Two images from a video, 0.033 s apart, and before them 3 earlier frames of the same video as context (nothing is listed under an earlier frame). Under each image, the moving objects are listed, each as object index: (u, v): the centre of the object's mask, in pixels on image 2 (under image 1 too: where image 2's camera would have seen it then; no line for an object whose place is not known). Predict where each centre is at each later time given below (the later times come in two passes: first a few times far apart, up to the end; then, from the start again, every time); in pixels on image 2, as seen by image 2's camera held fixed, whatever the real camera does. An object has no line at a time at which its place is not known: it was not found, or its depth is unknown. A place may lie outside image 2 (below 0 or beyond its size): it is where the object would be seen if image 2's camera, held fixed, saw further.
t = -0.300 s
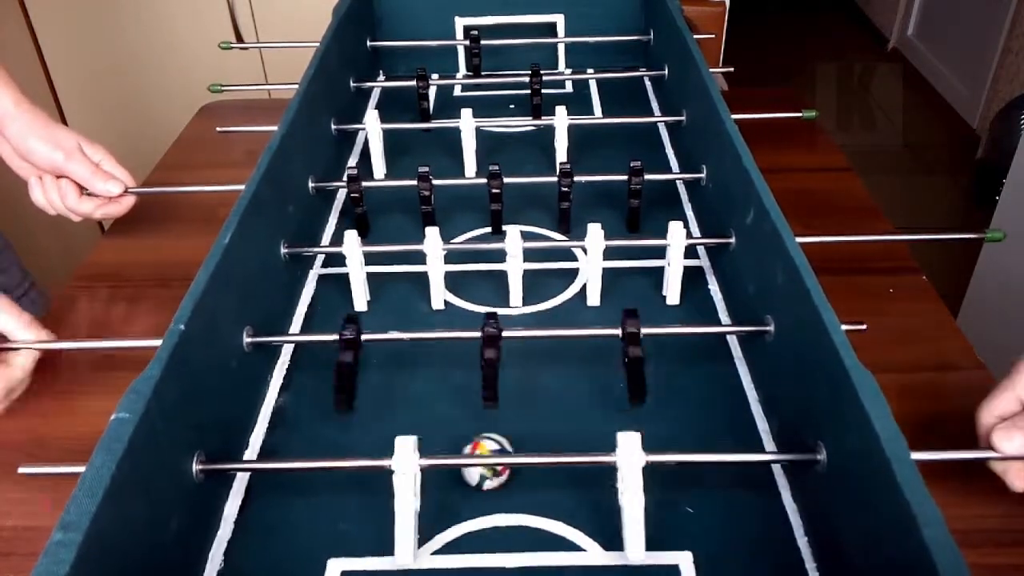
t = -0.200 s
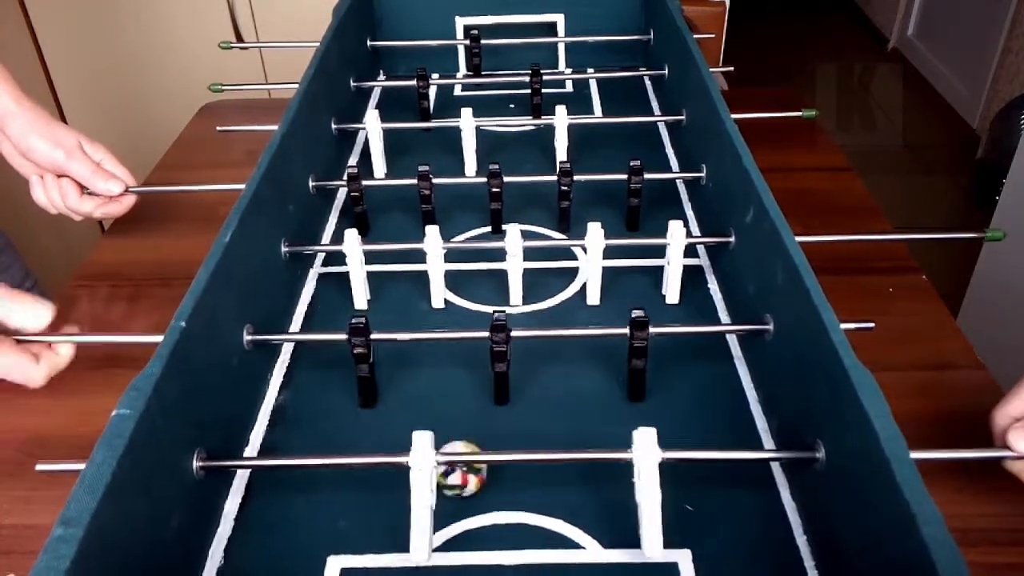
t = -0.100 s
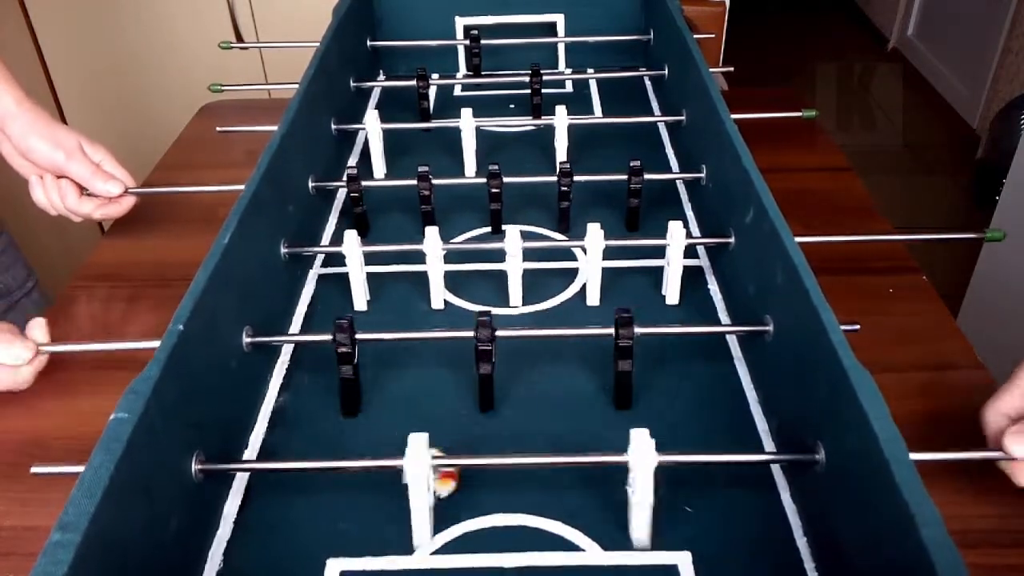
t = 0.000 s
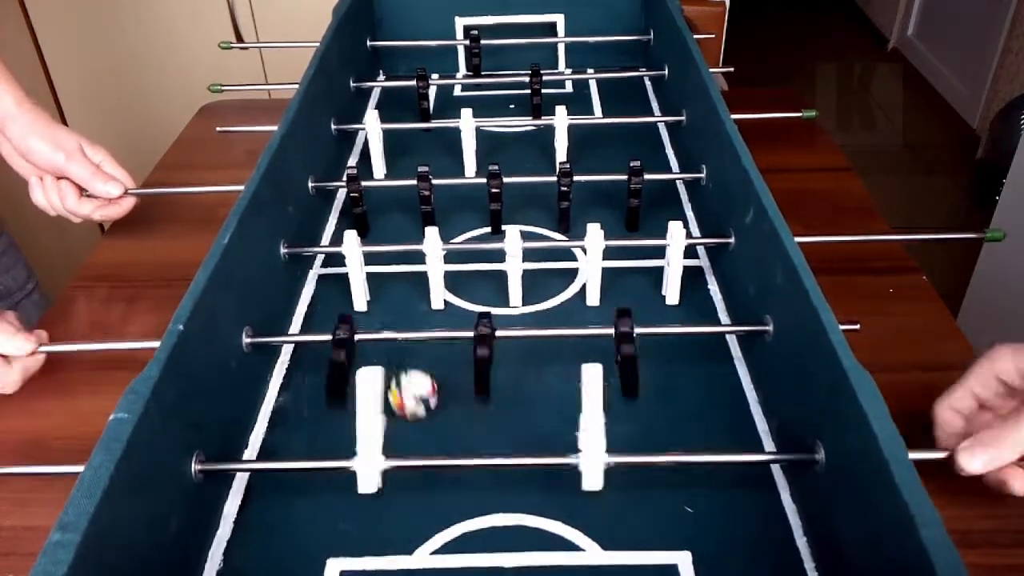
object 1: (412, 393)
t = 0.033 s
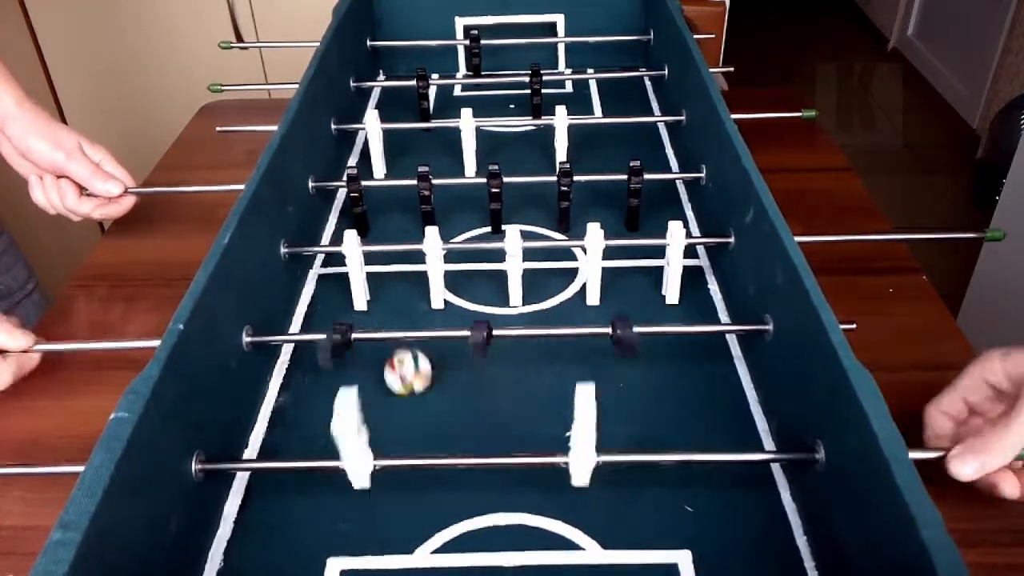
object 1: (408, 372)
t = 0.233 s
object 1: (385, 264)
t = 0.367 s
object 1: (380, 207)
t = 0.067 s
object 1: (404, 354)
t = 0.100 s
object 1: (399, 328)
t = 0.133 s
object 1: (395, 310)
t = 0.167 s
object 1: (391, 293)
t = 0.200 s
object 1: (388, 276)
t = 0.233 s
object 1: (385, 264)
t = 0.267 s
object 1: (381, 243)
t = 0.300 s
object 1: (377, 229)
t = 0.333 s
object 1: (374, 218)
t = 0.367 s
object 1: (380, 207)
